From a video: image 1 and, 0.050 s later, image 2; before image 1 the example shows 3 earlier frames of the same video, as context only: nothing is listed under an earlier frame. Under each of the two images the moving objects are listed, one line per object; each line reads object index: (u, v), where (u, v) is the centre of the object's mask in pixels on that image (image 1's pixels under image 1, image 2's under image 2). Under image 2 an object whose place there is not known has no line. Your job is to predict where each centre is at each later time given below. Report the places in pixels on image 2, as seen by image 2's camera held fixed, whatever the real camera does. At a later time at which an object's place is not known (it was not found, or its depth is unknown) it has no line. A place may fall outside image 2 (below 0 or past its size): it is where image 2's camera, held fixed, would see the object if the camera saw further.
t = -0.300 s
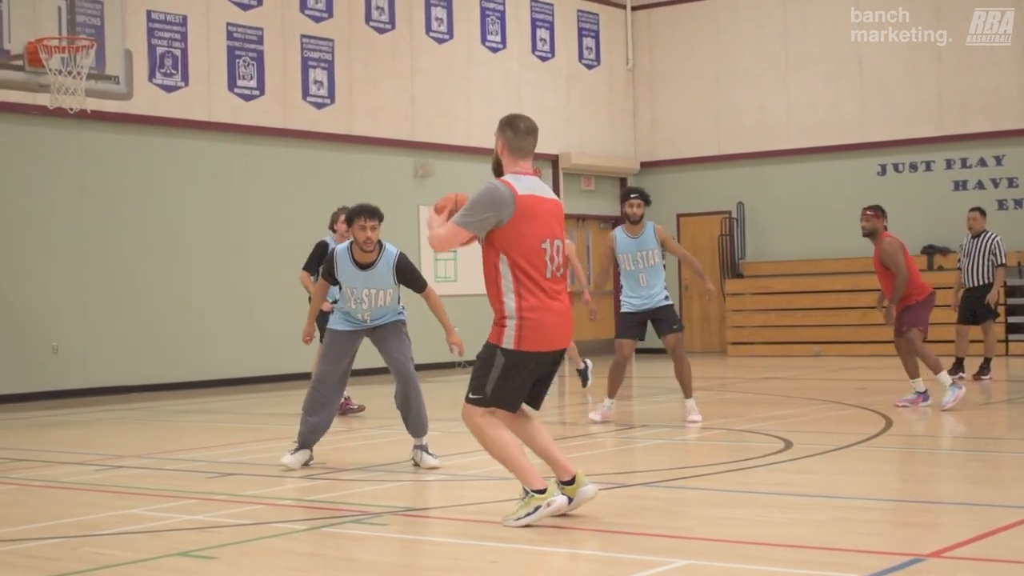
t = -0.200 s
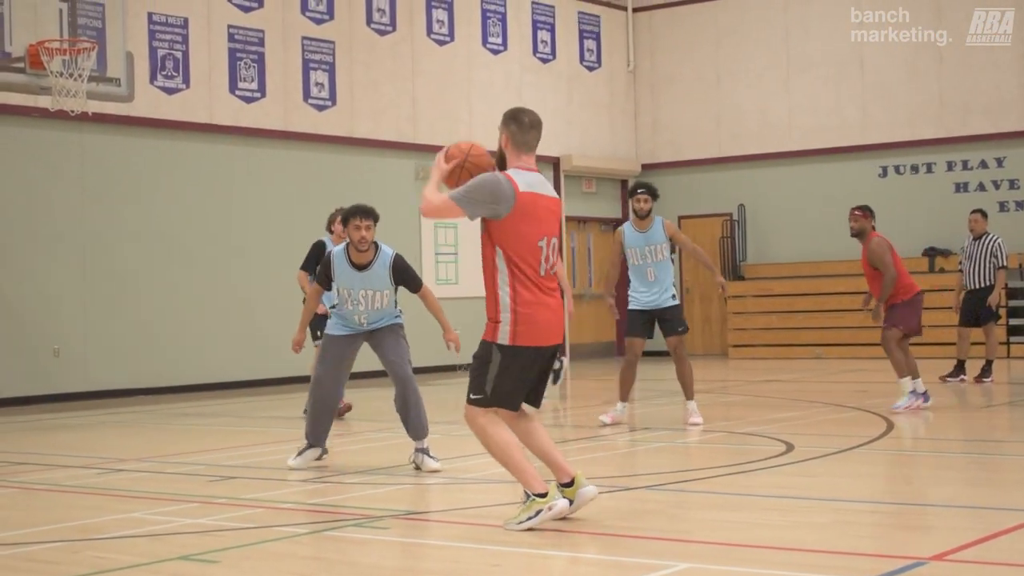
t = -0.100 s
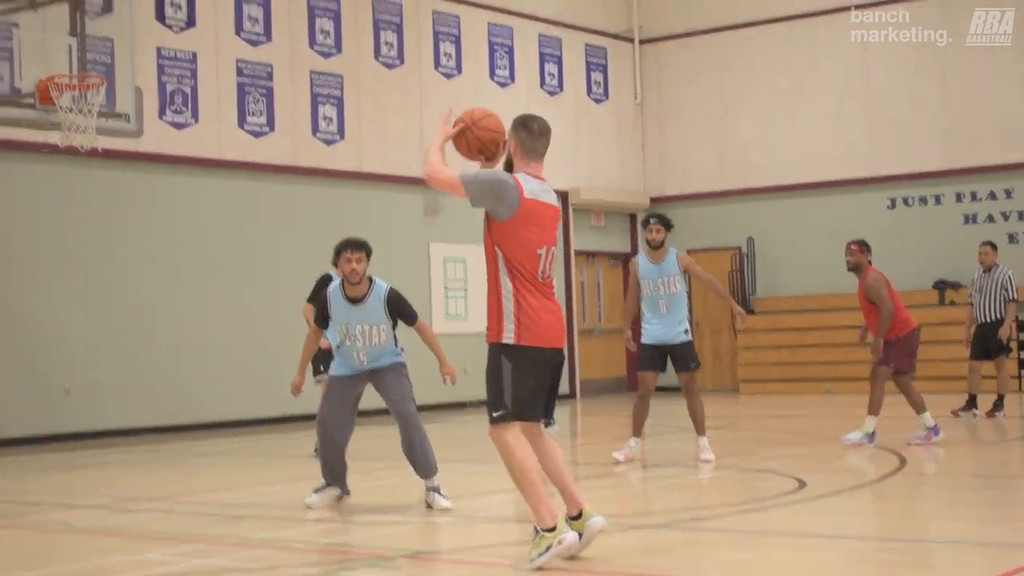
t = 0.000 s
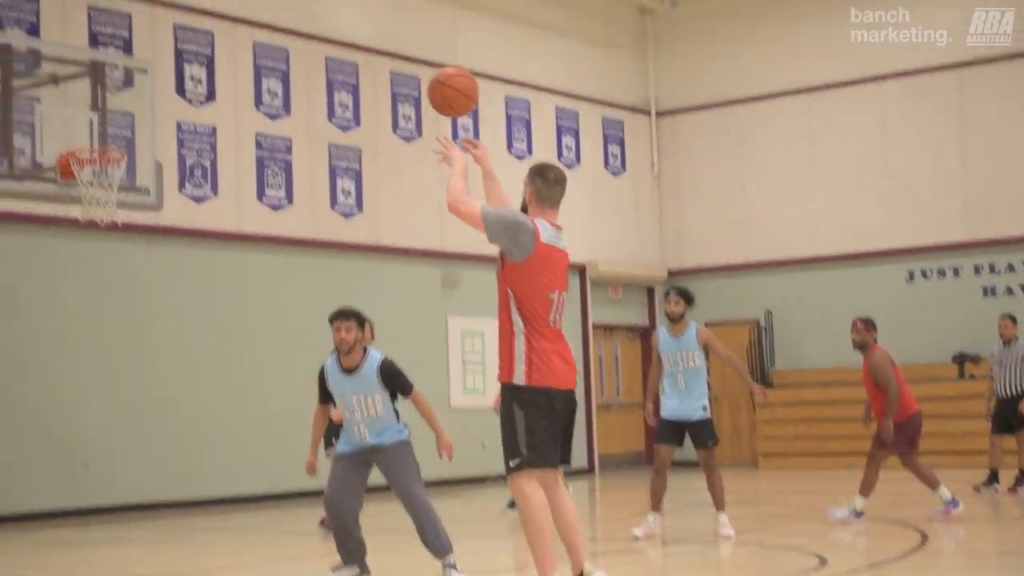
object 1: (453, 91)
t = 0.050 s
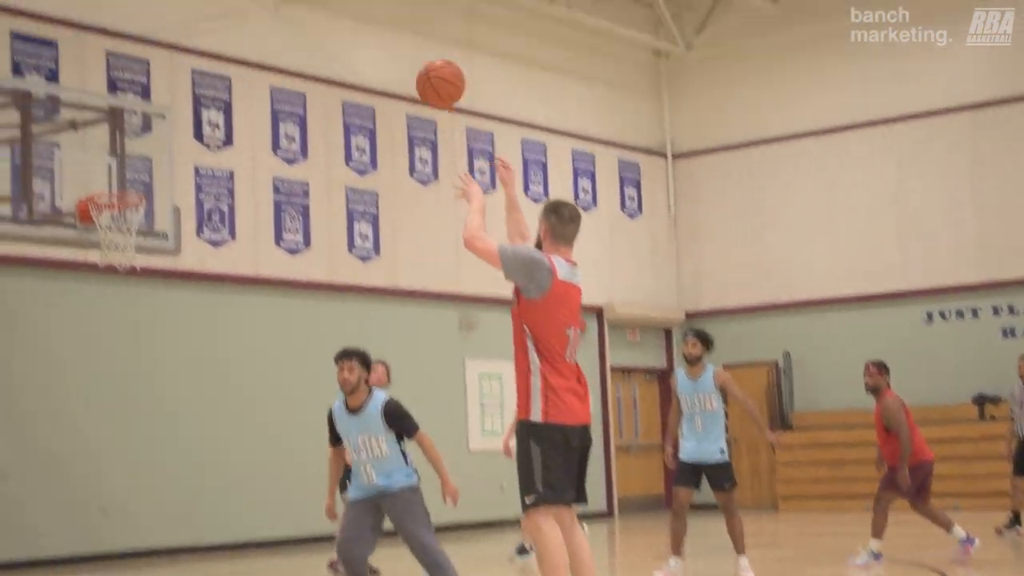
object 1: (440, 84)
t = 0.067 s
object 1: (430, 67)
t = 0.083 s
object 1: (420, 53)
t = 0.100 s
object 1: (411, 40)
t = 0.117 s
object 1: (403, 26)
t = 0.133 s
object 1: (395, 14)
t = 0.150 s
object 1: (387, 4)
